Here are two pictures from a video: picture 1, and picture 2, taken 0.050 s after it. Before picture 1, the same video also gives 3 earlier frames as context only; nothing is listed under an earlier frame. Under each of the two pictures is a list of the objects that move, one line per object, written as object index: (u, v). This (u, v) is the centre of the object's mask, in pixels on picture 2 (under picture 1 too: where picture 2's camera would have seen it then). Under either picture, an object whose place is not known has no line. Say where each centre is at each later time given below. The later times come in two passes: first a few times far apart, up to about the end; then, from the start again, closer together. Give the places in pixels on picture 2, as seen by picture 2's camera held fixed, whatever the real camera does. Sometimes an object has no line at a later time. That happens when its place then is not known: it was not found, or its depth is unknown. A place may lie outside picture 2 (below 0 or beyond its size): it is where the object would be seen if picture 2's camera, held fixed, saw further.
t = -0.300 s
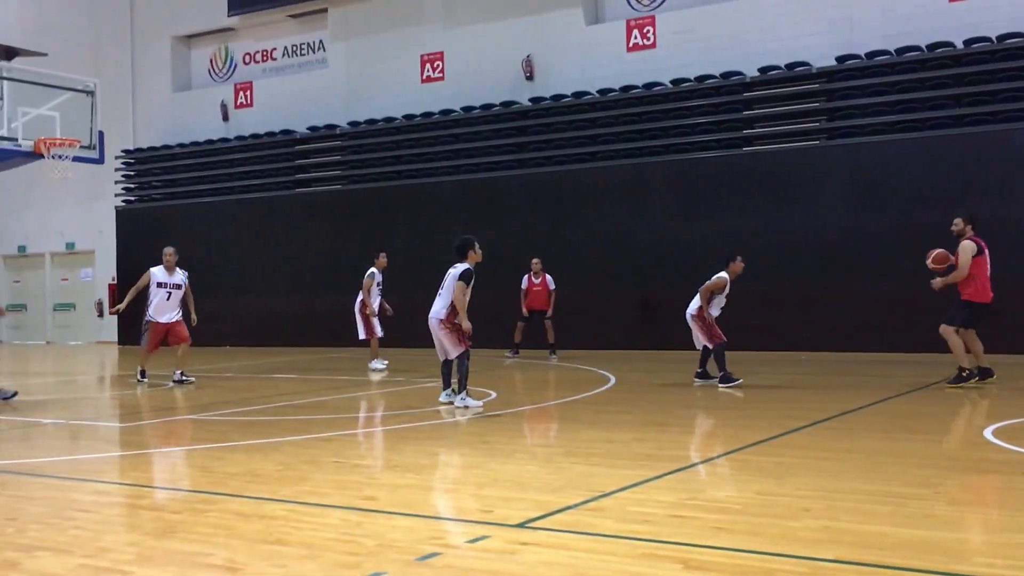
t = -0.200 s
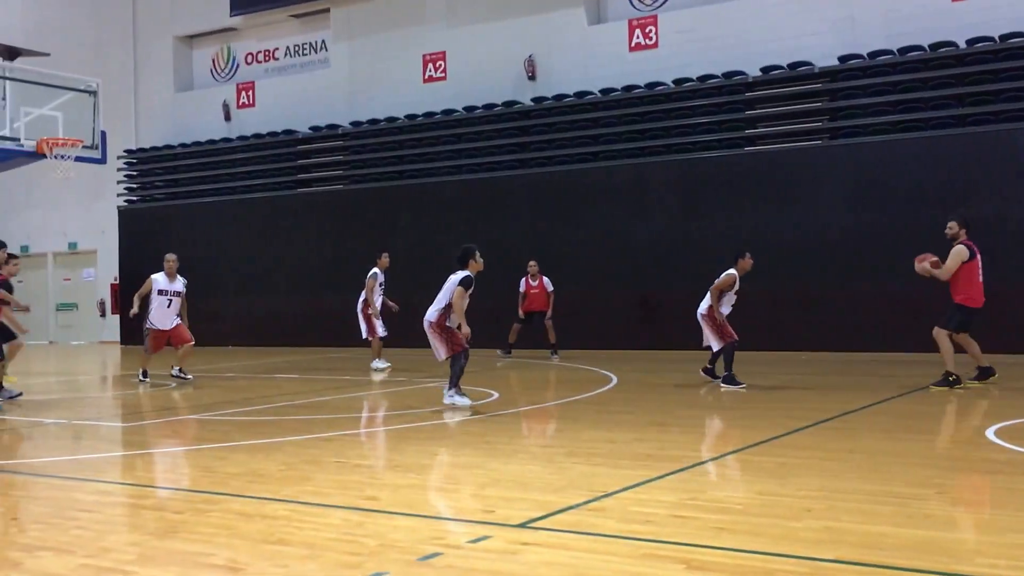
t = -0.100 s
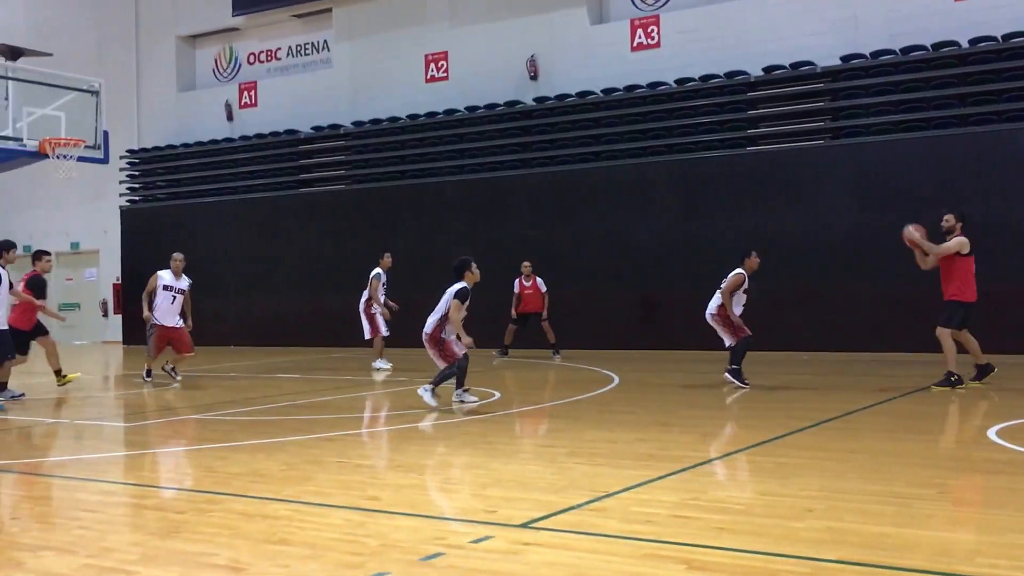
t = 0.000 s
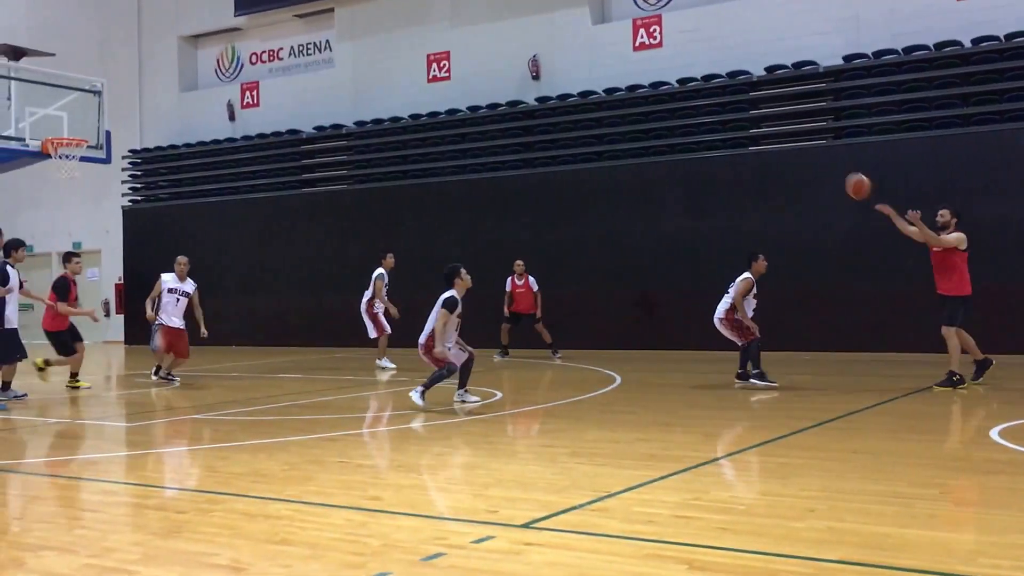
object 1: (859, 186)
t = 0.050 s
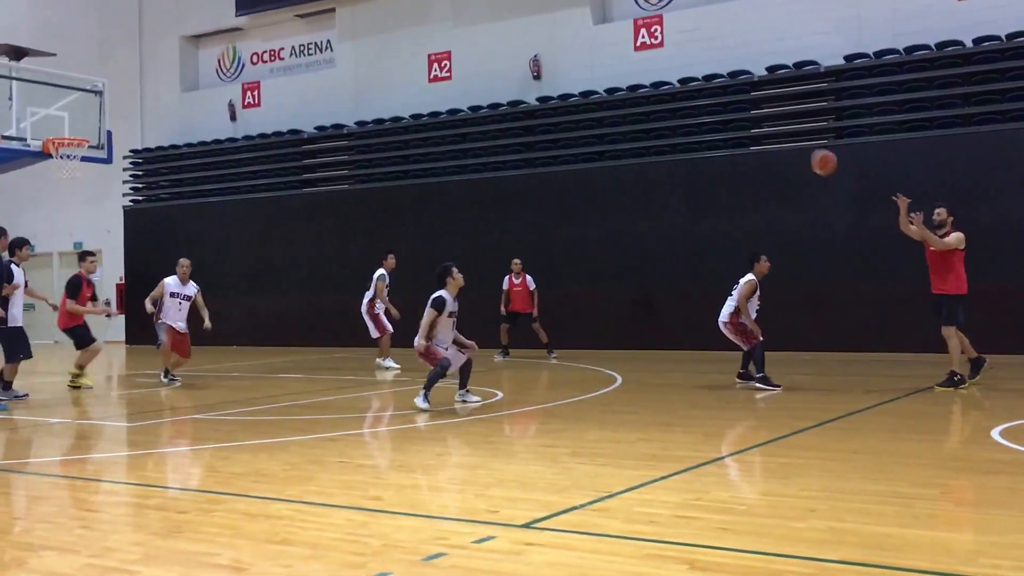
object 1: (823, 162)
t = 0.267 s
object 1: (653, 79)
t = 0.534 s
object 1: (413, 34)
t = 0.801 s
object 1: (127, 71)
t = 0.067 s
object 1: (811, 155)
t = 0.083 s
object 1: (798, 147)
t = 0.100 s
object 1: (786, 140)
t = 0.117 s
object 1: (773, 132)
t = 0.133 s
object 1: (761, 126)
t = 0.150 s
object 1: (746, 119)
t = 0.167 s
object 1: (735, 113)
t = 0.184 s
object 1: (722, 107)
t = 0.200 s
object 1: (708, 101)
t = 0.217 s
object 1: (695, 95)
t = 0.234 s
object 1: (681, 90)
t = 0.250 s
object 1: (667, 85)
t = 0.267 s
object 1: (653, 79)
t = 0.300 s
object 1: (625, 70)
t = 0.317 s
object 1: (611, 66)
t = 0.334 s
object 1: (597, 62)
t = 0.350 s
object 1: (583, 58)
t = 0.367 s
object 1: (567, 54)
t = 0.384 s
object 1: (554, 51)
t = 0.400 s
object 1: (538, 48)
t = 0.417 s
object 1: (523, 45)
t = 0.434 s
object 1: (508, 43)
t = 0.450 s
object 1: (492, 40)
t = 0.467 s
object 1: (476, 39)
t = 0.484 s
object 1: (461, 37)
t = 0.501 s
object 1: (445, 36)
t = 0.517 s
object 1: (429, 35)
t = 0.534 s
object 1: (413, 34)
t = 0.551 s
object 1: (396, 34)
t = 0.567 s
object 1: (380, 34)
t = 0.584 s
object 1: (364, 34)
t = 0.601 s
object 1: (348, 34)
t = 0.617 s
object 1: (328, 35)
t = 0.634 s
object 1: (312, 36)
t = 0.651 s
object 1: (295, 38)
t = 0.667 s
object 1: (277, 41)
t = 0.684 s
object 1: (260, 41)
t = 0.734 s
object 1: (205, 52)
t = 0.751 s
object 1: (184, 56)
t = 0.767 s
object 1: (165, 61)
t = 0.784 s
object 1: (146, 66)
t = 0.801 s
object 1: (127, 71)
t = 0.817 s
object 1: (107, 77)
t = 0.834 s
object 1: (87, 83)
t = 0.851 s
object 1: (65, 91)
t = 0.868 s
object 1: (45, 98)
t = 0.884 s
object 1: (23, 106)
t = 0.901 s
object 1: (1, 114)
